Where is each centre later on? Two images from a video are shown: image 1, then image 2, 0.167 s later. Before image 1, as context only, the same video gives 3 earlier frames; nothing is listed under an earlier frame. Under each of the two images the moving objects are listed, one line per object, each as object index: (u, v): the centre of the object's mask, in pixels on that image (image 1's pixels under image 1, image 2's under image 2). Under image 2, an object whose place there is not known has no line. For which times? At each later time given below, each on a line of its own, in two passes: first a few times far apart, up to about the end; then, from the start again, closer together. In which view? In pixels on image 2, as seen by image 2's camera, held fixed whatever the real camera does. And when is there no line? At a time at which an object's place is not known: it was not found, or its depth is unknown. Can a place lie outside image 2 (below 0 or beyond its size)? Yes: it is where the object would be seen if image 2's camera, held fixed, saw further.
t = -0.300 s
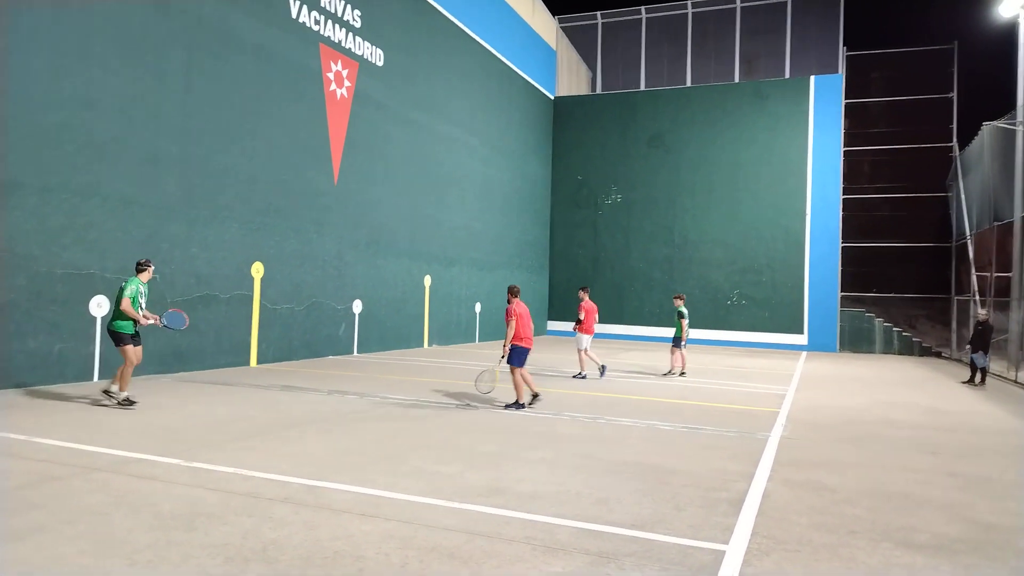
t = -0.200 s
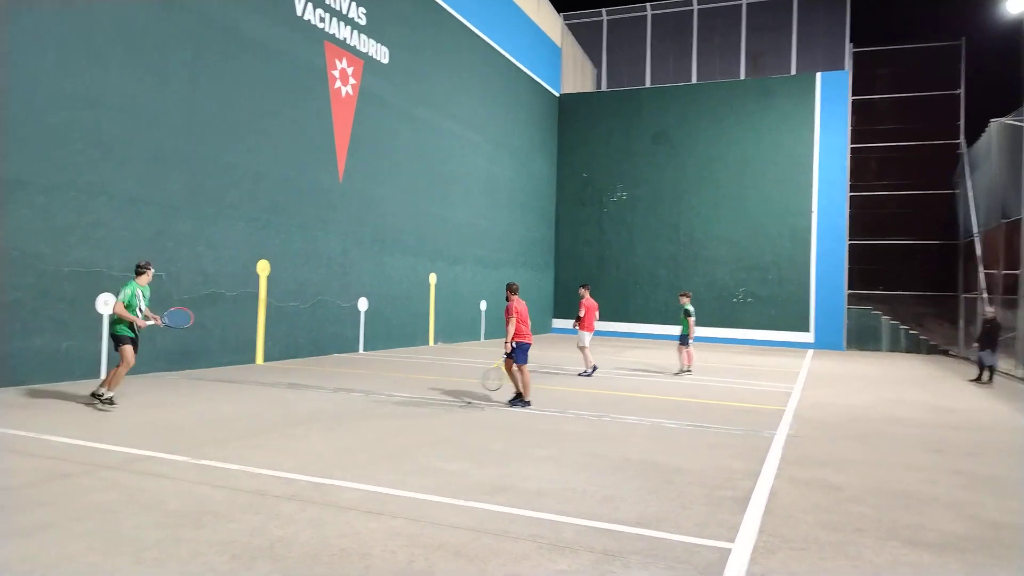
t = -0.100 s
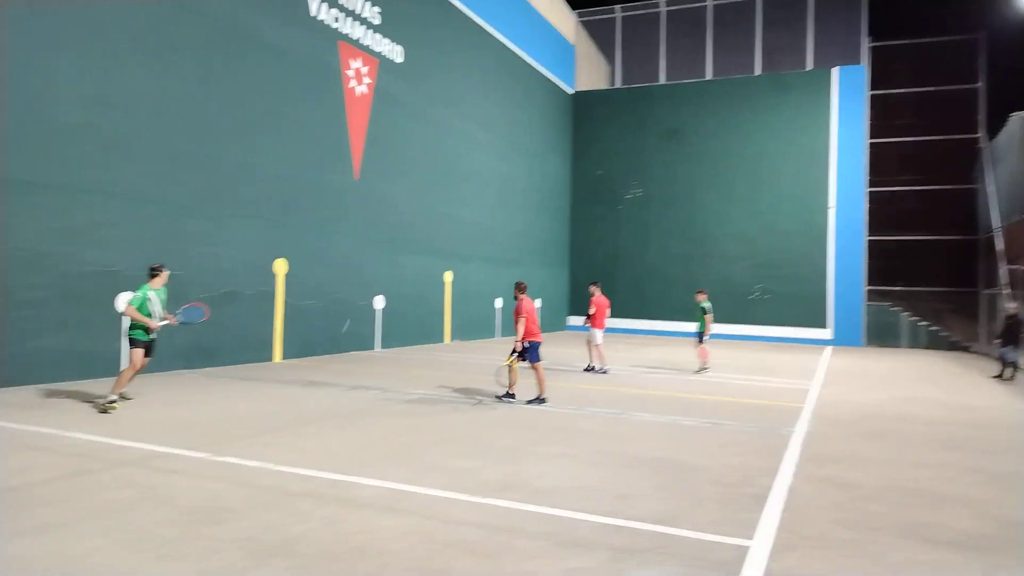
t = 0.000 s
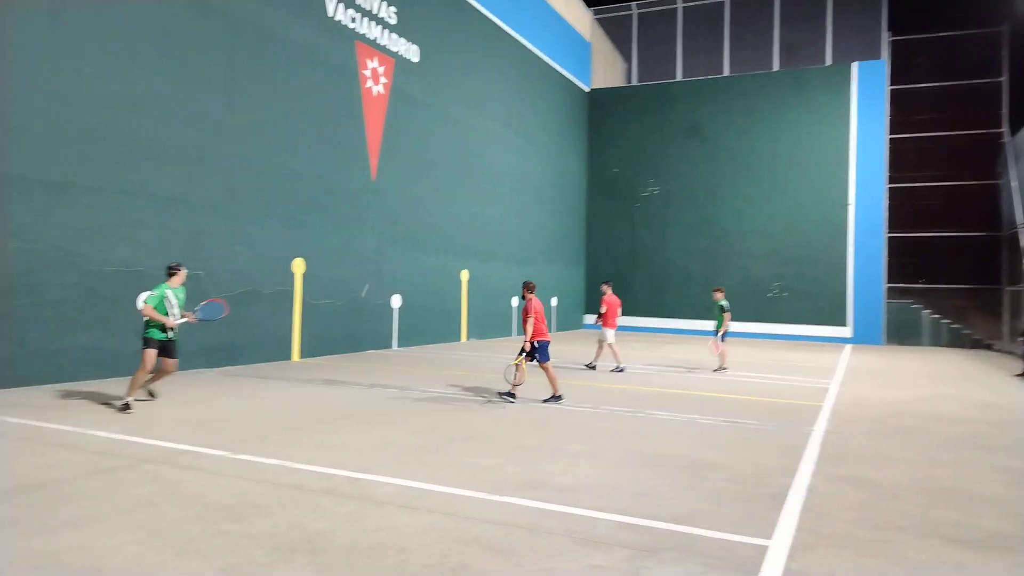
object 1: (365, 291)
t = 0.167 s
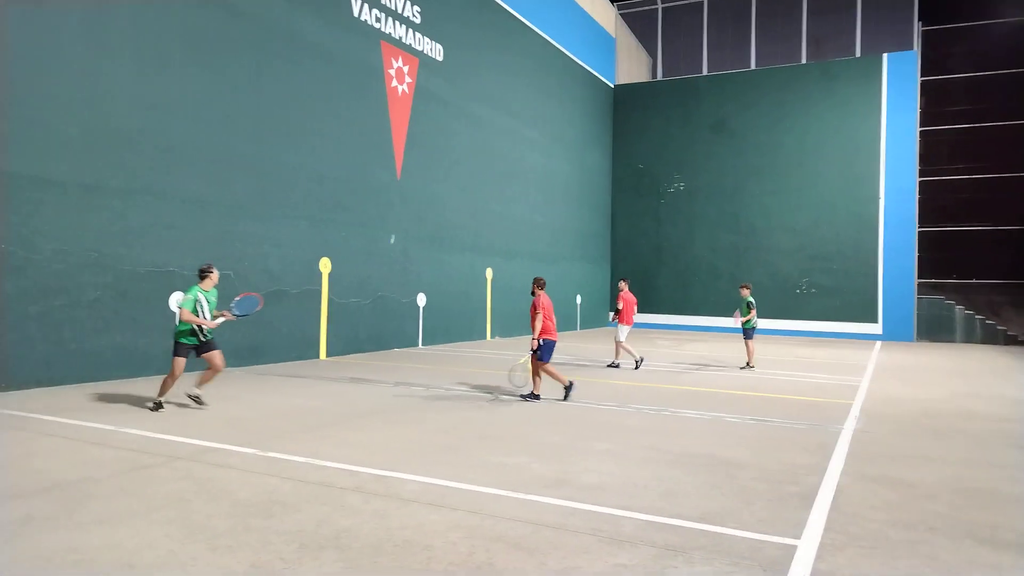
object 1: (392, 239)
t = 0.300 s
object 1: (394, 206)
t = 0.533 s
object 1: (396, 167)
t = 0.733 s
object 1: (397, 162)
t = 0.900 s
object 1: (394, 186)
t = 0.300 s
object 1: (394, 206)
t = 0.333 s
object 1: (394, 198)
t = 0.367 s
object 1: (394, 192)
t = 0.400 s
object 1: (395, 186)
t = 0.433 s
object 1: (395, 180)
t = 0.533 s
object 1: (396, 167)
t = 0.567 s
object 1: (395, 164)
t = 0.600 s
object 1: (395, 162)
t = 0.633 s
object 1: (395, 161)
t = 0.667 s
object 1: (395, 160)
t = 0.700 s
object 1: (397, 160)
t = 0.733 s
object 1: (397, 162)
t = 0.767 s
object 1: (396, 164)
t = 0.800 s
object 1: (396, 167)
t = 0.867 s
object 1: (395, 178)
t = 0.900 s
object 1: (394, 186)
